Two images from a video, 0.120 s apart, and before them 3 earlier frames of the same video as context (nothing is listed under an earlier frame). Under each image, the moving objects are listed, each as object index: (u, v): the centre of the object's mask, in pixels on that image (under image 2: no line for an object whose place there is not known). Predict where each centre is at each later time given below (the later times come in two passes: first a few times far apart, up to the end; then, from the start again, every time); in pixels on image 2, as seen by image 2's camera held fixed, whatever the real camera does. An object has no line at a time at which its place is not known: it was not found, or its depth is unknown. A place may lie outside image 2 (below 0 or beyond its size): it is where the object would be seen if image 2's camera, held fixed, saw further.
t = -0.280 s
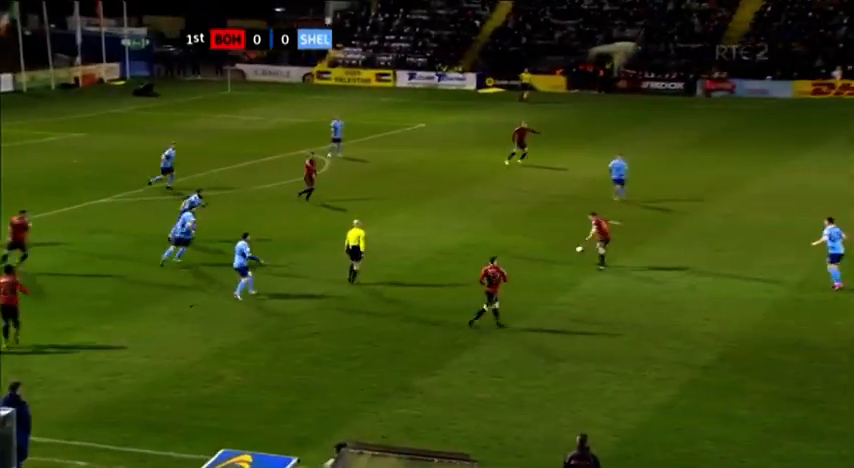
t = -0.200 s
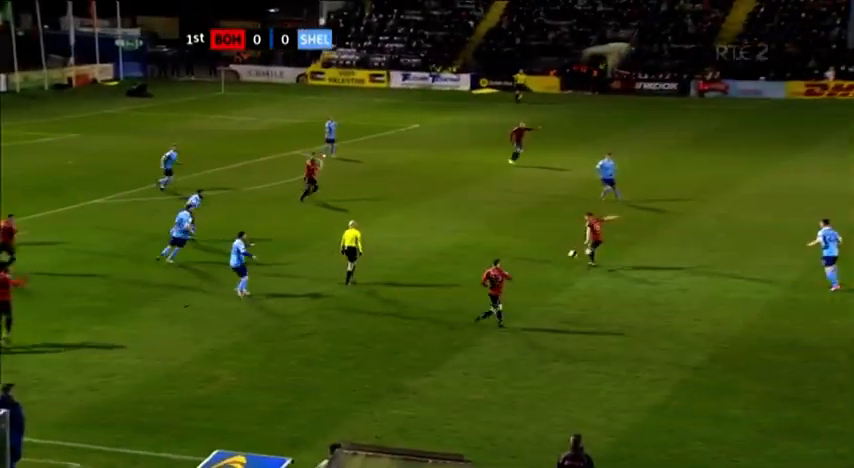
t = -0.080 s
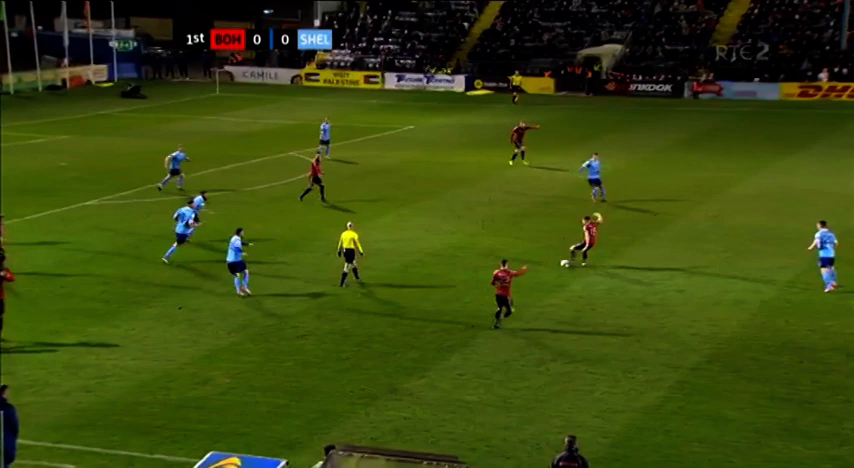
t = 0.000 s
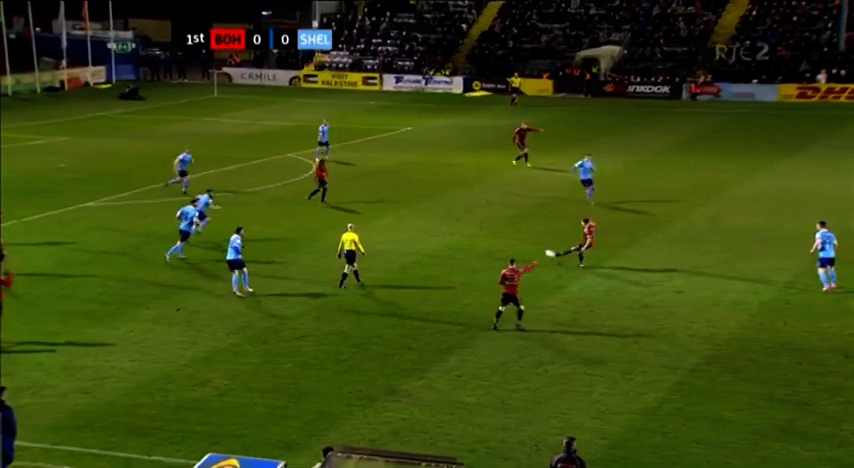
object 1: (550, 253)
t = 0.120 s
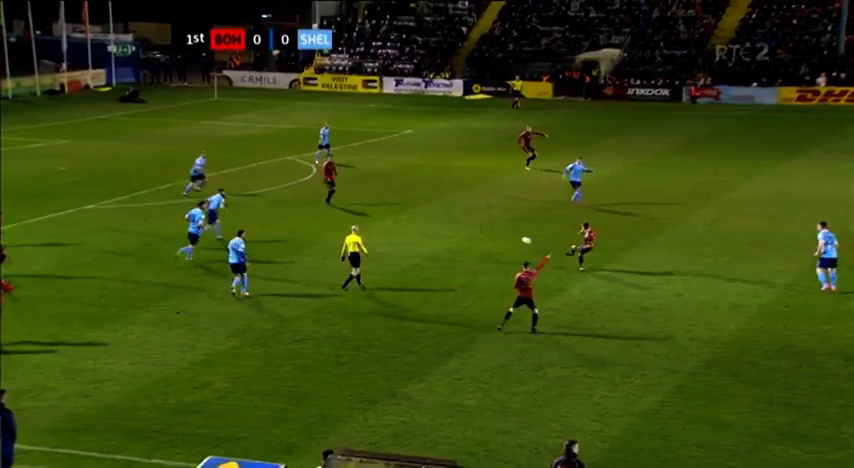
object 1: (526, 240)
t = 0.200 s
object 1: (513, 233)
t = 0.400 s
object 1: (485, 219)
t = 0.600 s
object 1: (464, 204)
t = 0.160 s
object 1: (520, 236)
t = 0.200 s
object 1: (513, 233)
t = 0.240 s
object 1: (506, 230)
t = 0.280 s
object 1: (501, 227)
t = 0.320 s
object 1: (495, 226)
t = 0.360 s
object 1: (490, 224)
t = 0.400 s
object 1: (485, 219)
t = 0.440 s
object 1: (481, 215)
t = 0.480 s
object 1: (476, 211)
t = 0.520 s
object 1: (472, 208)
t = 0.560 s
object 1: (468, 206)
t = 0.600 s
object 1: (464, 204)
